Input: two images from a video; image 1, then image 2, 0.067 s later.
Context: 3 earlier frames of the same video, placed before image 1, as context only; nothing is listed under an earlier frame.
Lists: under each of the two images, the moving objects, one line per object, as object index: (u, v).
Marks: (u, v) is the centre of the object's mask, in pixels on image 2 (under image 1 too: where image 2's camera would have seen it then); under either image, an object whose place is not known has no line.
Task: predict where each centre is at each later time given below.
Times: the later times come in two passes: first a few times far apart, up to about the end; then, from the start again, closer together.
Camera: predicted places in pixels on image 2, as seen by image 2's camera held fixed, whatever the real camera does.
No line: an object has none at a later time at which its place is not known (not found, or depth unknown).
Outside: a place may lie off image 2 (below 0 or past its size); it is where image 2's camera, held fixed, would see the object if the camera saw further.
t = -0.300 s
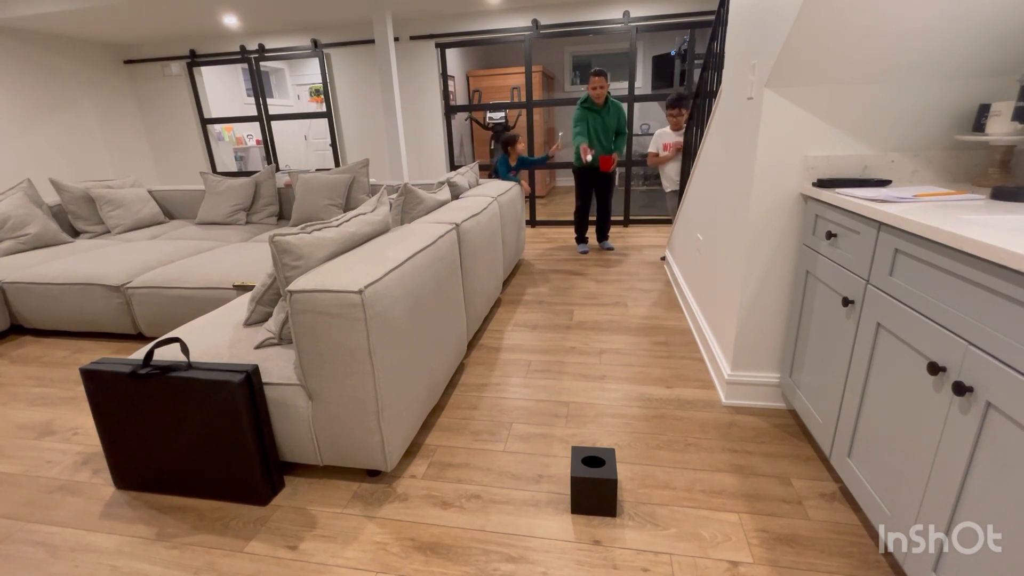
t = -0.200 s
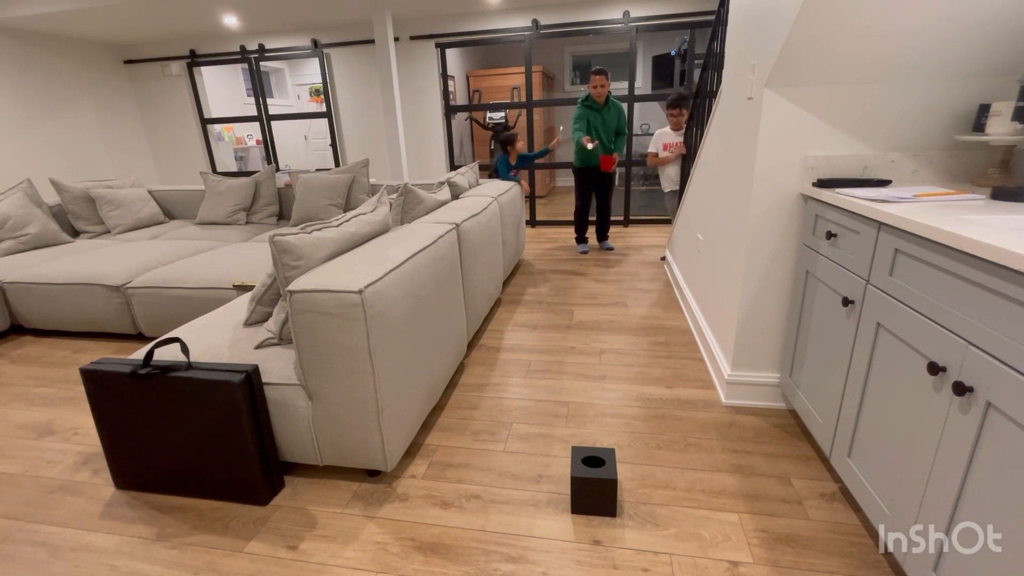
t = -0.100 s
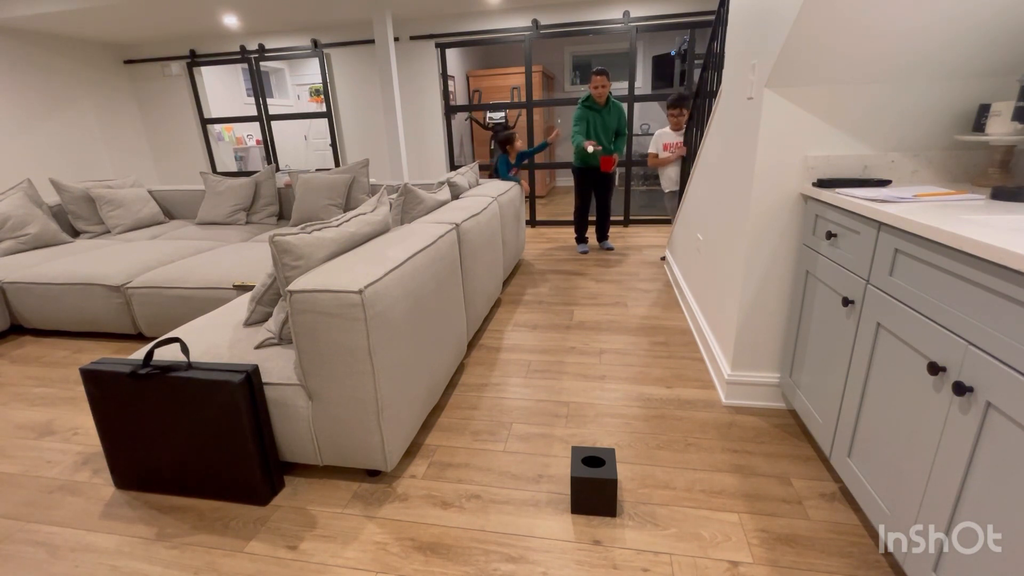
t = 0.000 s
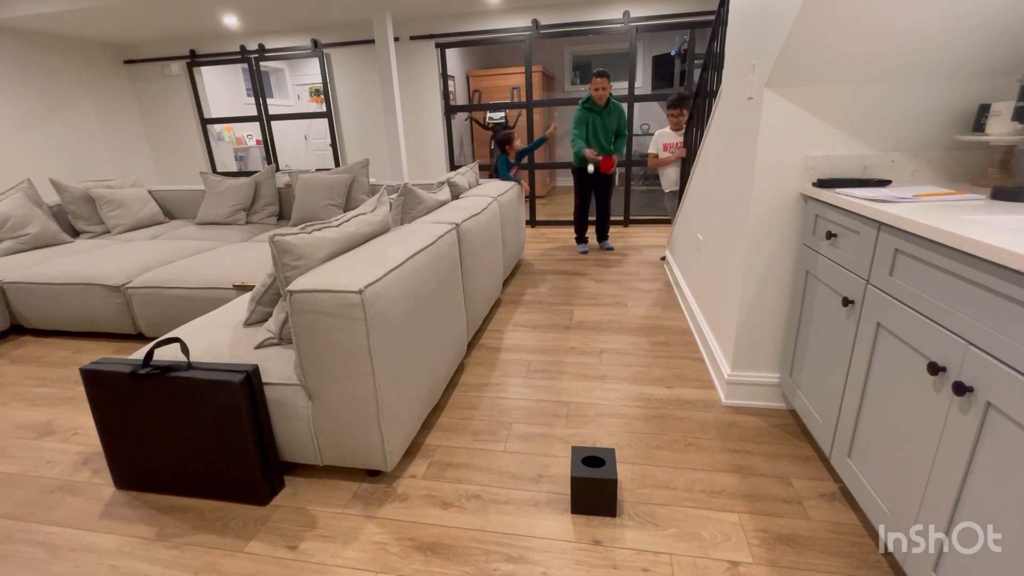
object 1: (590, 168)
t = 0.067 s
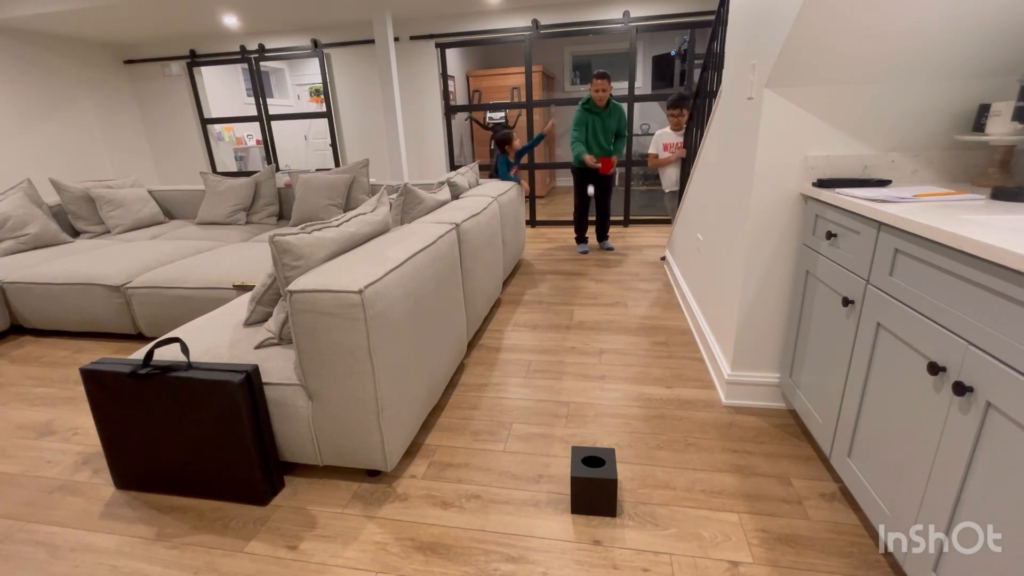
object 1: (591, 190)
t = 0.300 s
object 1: (590, 317)
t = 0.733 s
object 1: (576, 303)
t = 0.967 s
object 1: (567, 342)
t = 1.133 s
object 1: (560, 341)
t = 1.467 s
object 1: (544, 379)
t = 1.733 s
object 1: (529, 413)
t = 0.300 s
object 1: (590, 317)
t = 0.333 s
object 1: (589, 321)
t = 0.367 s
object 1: (588, 308)
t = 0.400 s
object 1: (587, 299)
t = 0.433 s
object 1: (586, 290)
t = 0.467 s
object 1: (585, 284)
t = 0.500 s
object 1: (584, 280)
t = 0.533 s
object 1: (583, 277)
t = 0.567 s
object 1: (582, 277)
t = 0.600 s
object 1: (581, 278)
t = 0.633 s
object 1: (580, 281)
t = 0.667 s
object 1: (578, 287)
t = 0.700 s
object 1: (577, 294)
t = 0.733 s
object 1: (576, 303)
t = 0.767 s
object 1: (575, 314)
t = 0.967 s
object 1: (567, 342)
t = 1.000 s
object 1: (566, 337)
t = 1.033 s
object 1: (564, 335)
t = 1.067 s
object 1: (563, 335)
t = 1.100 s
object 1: (561, 337)
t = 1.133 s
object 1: (560, 341)
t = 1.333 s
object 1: (551, 384)
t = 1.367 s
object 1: (550, 379)
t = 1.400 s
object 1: (547, 377)
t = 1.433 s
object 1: (546, 377)
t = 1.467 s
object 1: (544, 379)
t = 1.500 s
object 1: (542, 383)
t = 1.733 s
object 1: (529, 413)
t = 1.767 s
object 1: (526, 416)
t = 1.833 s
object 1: (524, 421)
